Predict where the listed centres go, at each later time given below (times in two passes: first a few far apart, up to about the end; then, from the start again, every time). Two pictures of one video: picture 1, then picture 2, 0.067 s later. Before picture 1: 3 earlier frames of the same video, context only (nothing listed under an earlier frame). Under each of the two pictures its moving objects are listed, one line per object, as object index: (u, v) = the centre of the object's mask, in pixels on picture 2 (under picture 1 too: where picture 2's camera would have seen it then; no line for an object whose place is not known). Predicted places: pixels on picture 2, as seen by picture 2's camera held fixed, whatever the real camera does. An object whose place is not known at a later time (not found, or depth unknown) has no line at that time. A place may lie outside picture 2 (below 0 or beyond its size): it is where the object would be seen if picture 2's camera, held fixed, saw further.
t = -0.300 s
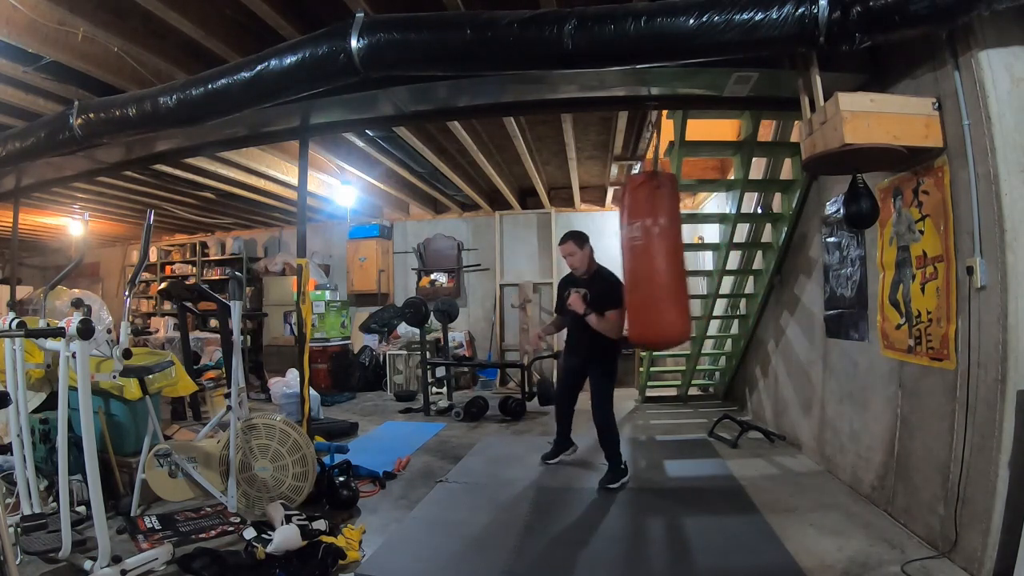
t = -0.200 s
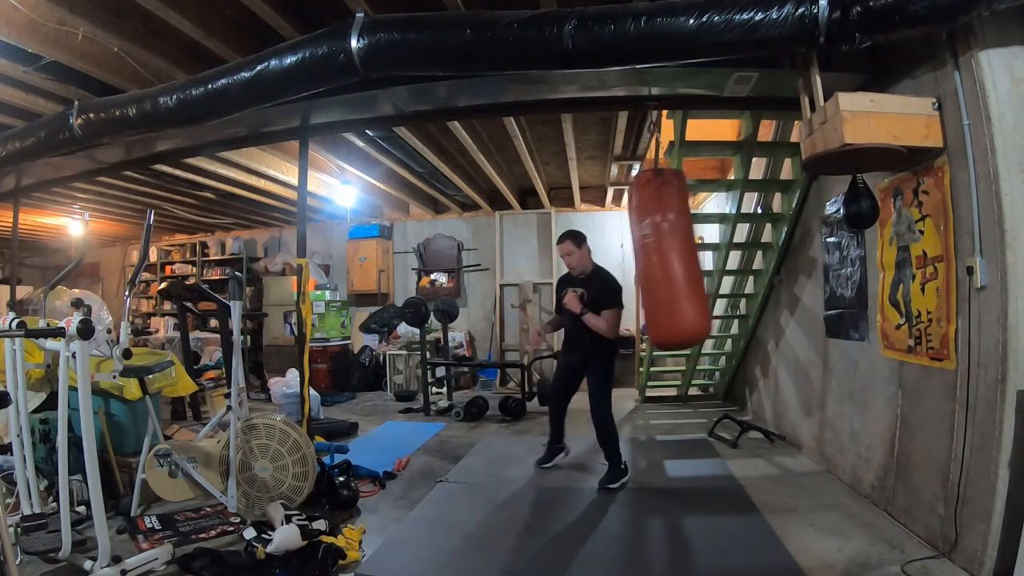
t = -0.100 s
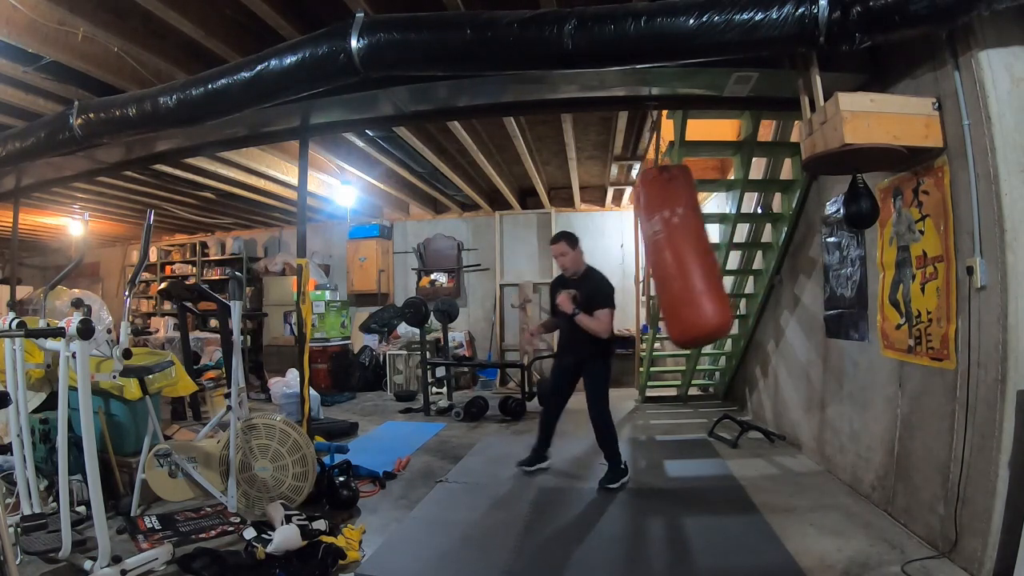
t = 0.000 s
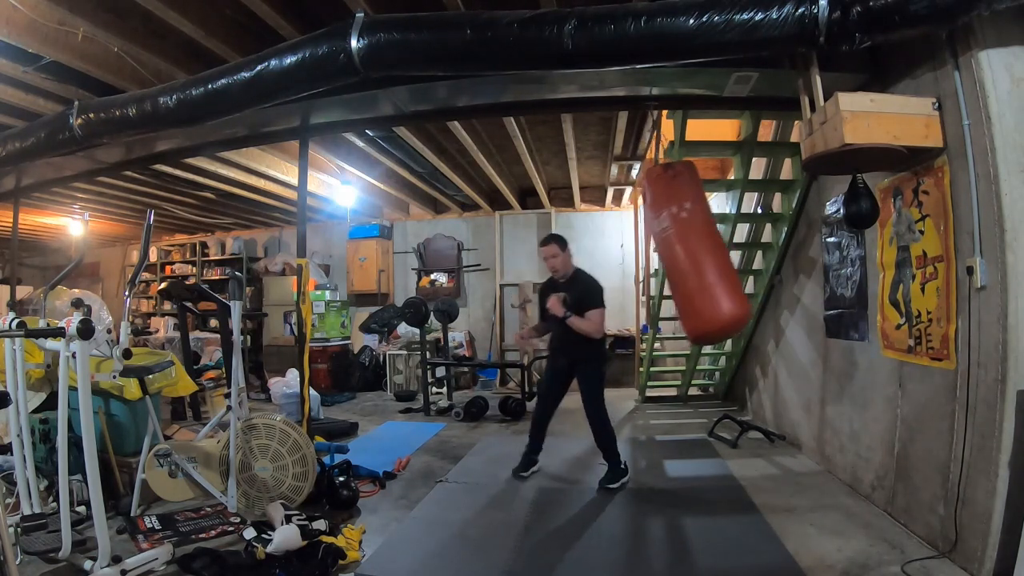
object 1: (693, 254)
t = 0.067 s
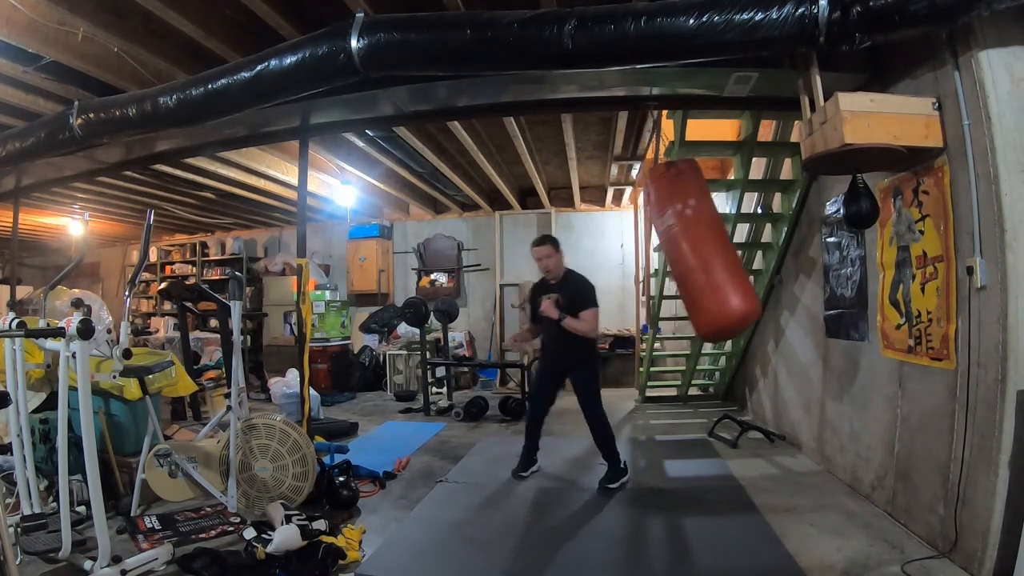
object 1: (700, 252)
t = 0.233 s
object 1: (709, 250)
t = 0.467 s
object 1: (701, 254)
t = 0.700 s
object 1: (673, 260)
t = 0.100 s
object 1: (703, 251)
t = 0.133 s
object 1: (705, 251)
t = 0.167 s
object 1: (707, 250)
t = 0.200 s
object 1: (708, 250)
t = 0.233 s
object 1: (709, 250)
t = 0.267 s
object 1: (709, 249)
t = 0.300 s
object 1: (709, 250)
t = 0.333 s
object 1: (709, 251)
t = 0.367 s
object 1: (708, 251)
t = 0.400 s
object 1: (706, 252)
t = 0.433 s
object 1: (704, 253)
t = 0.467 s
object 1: (701, 254)
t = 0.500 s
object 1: (697, 255)
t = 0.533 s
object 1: (694, 256)
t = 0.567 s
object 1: (690, 256)
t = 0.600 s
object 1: (686, 258)
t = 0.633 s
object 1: (683, 260)
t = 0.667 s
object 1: (677, 259)
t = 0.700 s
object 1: (673, 260)
